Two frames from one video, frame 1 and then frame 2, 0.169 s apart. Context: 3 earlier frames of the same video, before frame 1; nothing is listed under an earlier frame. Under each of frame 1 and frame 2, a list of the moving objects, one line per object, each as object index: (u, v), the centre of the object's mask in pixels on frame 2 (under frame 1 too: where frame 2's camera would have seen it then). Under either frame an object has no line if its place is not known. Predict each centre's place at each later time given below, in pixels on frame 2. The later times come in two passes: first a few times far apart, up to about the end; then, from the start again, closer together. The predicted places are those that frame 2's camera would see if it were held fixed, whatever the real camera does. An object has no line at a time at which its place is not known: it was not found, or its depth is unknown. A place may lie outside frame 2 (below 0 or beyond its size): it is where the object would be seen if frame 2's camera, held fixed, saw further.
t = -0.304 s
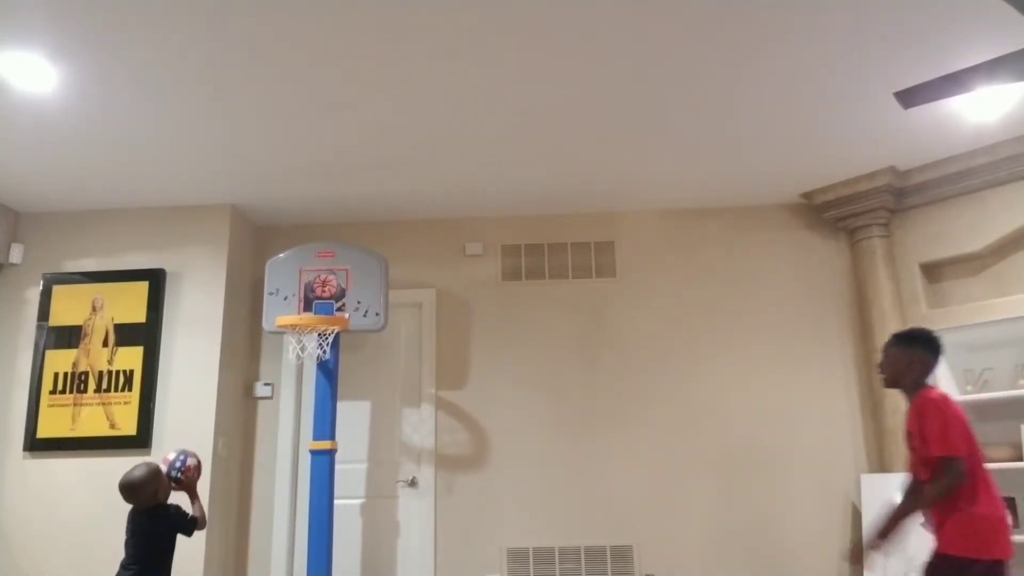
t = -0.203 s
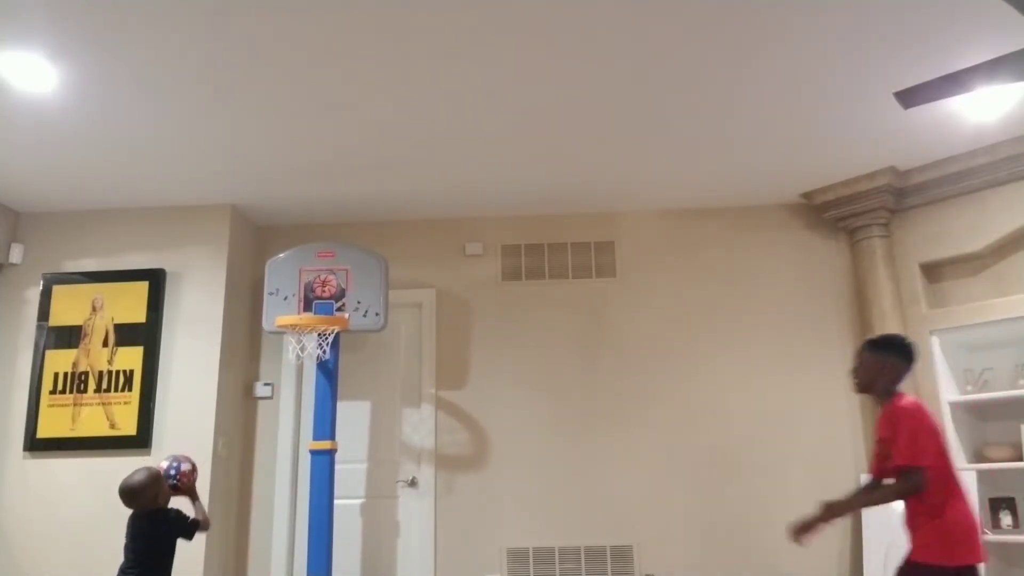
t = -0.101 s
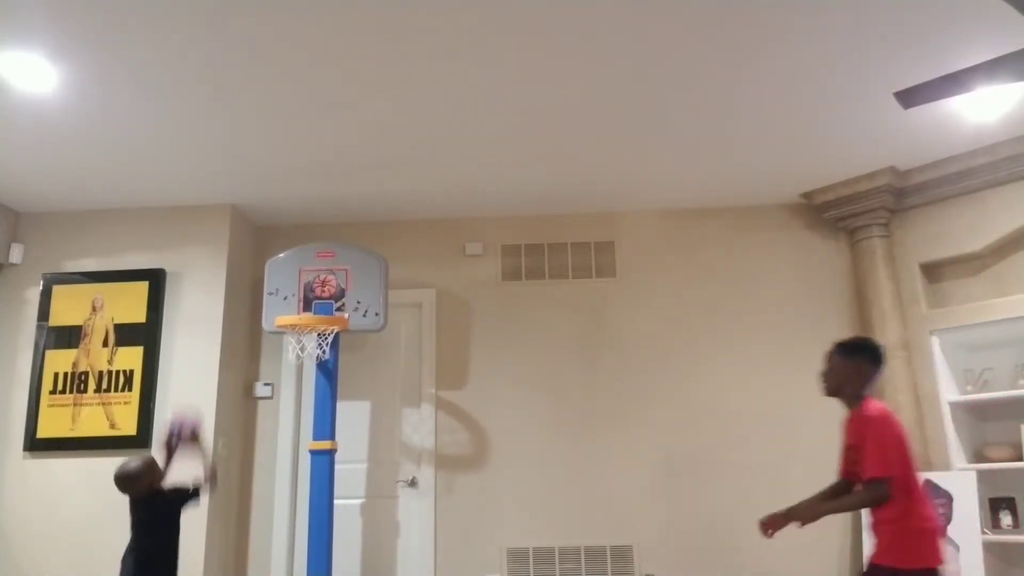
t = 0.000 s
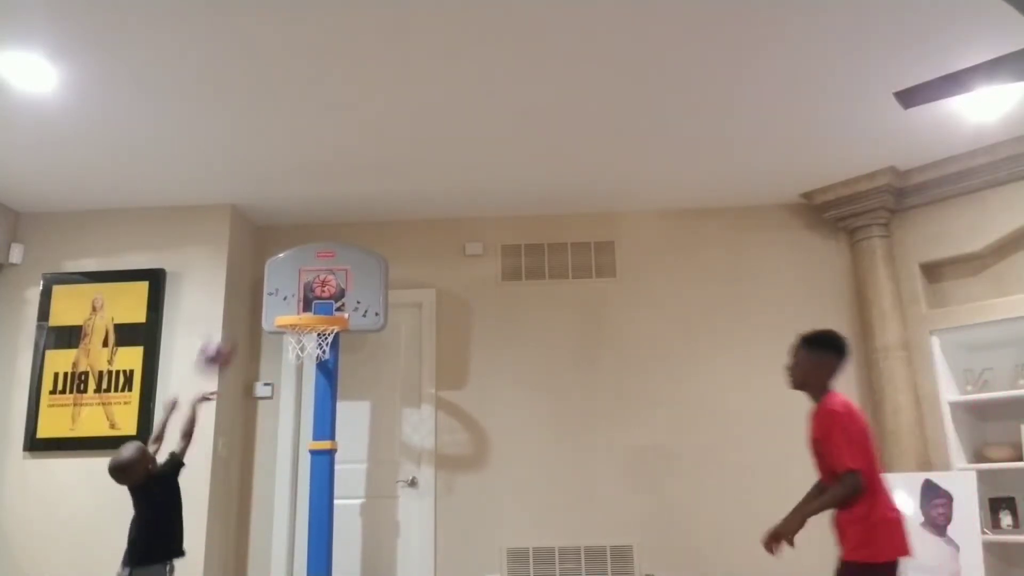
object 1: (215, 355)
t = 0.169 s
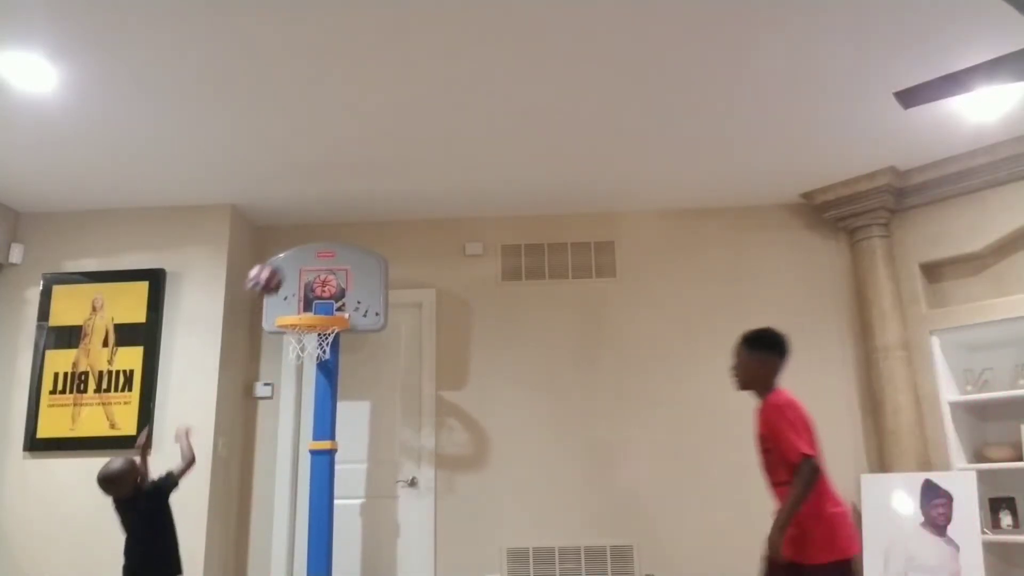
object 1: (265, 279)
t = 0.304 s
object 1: (296, 261)
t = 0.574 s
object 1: (315, 298)
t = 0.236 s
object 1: (282, 266)
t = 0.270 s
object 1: (289, 263)
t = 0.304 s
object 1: (296, 261)
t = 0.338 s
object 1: (304, 261)
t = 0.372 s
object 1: (311, 264)
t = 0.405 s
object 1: (312, 266)
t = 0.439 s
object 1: (313, 269)
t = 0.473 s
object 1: (314, 276)
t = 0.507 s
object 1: (315, 284)
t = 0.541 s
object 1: (315, 294)
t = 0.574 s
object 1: (315, 298)
